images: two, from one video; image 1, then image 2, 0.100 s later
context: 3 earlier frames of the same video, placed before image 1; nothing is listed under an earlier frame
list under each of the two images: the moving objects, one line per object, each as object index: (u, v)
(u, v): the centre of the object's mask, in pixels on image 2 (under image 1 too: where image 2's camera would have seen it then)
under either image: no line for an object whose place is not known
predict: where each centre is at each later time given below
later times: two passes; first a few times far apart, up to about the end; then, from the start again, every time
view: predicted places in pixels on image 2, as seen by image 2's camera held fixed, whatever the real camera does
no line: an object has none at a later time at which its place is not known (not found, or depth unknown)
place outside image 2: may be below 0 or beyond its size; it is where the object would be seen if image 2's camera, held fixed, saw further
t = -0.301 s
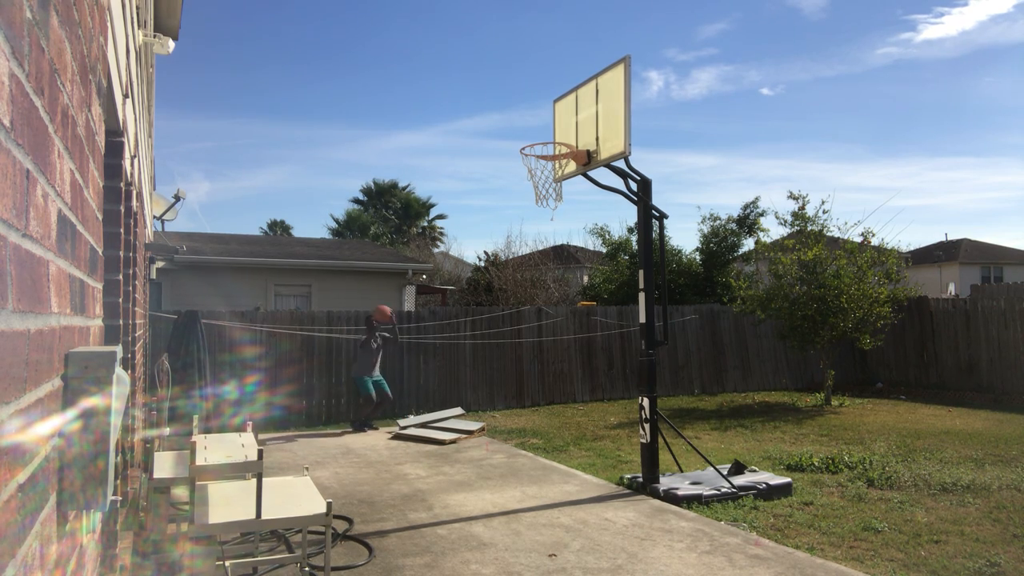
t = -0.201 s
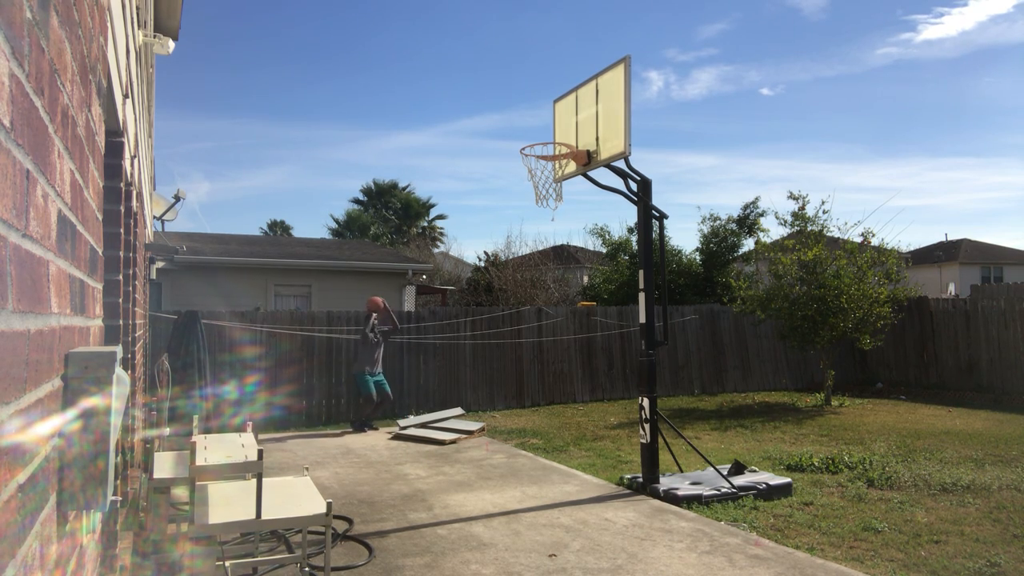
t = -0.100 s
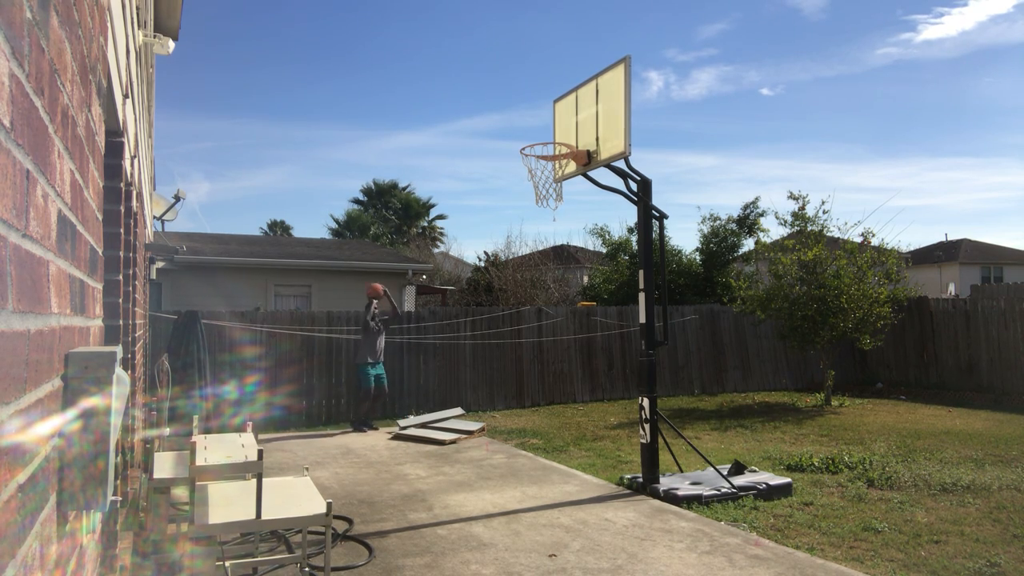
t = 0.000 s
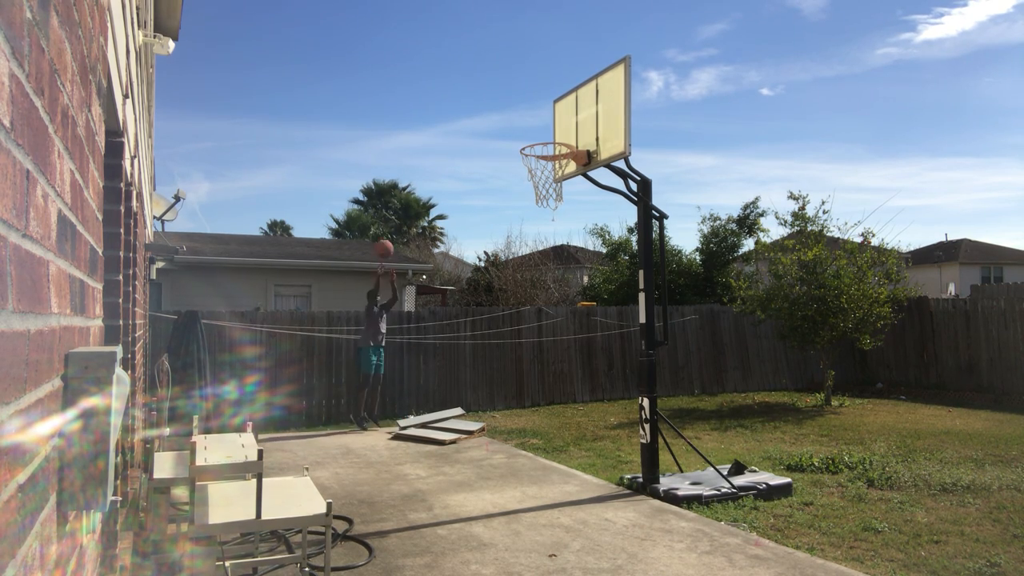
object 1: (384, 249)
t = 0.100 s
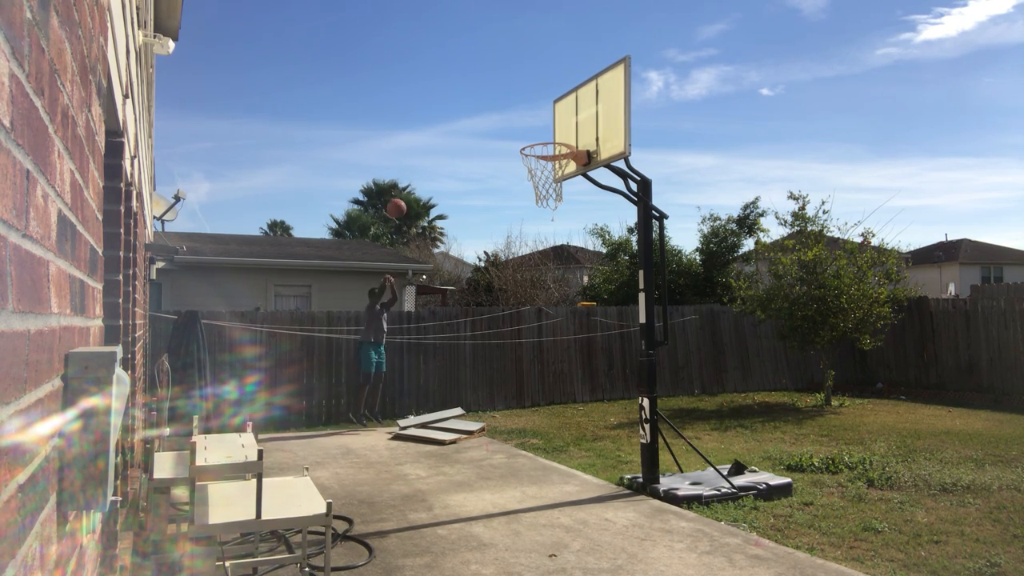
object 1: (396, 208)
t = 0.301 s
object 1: (424, 144)
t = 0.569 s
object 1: (469, 100)
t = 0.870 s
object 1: (534, 128)
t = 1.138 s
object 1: (570, 181)
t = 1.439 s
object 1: (581, 286)
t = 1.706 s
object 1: (595, 481)
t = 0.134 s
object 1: (400, 195)
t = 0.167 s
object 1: (405, 184)
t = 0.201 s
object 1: (410, 173)
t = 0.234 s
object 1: (414, 163)
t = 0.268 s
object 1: (419, 153)
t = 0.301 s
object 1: (424, 144)
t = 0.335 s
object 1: (429, 135)
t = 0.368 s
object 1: (435, 128)
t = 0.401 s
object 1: (440, 121)
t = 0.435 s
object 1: (446, 115)
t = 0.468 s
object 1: (451, 110)
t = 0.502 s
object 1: (457, 105)
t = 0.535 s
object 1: (463, 102)
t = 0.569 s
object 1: (469, 100)
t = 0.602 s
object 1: (476, 98)
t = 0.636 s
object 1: (482, 98)
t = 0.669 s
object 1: (489, 98)
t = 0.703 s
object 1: (496, 100)
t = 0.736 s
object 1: (503, 103)
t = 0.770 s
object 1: (511, 107)
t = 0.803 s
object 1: (518, 113)
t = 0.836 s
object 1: (526, 120)
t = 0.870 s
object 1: (534, 128)
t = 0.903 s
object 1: (542, 137)
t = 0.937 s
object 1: (550, 149)
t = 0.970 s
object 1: (559, 161)
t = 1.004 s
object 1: (564, 169)
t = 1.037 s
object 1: (566, 169)
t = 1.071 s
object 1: (568, 174)
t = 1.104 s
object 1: (569, 176)
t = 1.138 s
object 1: (570, 181)
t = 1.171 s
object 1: (571, 187)
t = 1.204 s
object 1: (572, 195)
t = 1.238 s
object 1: (573, 204)
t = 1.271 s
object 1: (575, 214)
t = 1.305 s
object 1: (576, 226)
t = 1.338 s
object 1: (577, 239)
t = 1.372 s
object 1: (579, 254)
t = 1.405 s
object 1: (580, 269)
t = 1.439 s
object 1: (581, 286)
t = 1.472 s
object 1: (583, 305)
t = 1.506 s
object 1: (584, 326)
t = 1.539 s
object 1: (586, 348)
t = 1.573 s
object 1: (587, 372)
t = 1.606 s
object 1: (589, 396)
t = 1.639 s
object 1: (591, 422)
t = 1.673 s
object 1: (593, 451)
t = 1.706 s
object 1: (595, 481)
